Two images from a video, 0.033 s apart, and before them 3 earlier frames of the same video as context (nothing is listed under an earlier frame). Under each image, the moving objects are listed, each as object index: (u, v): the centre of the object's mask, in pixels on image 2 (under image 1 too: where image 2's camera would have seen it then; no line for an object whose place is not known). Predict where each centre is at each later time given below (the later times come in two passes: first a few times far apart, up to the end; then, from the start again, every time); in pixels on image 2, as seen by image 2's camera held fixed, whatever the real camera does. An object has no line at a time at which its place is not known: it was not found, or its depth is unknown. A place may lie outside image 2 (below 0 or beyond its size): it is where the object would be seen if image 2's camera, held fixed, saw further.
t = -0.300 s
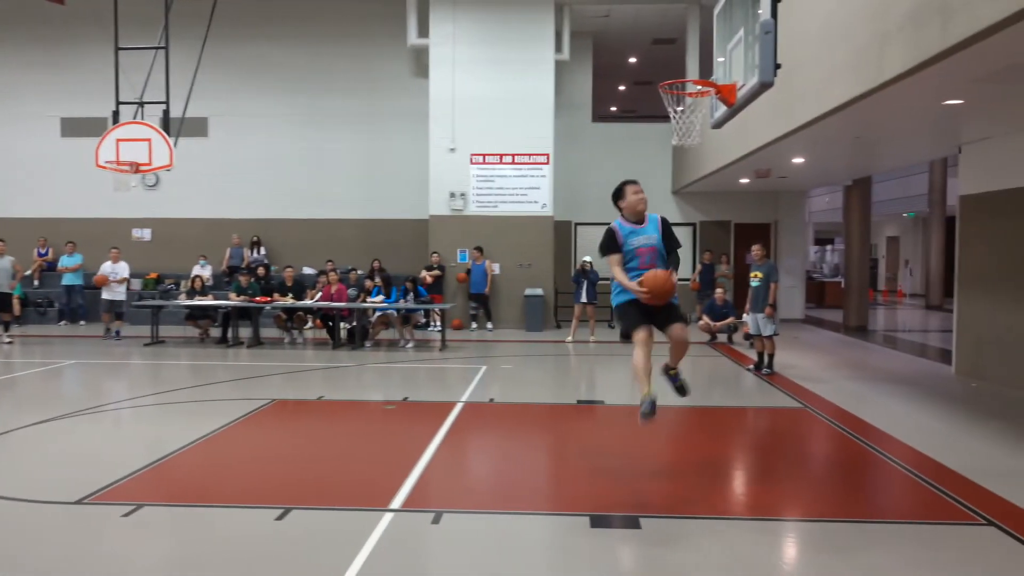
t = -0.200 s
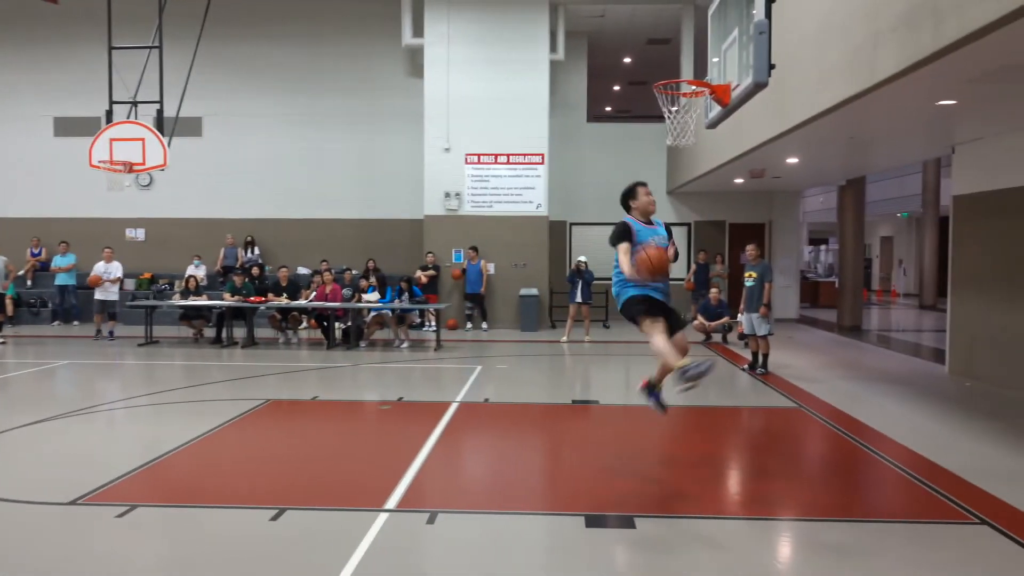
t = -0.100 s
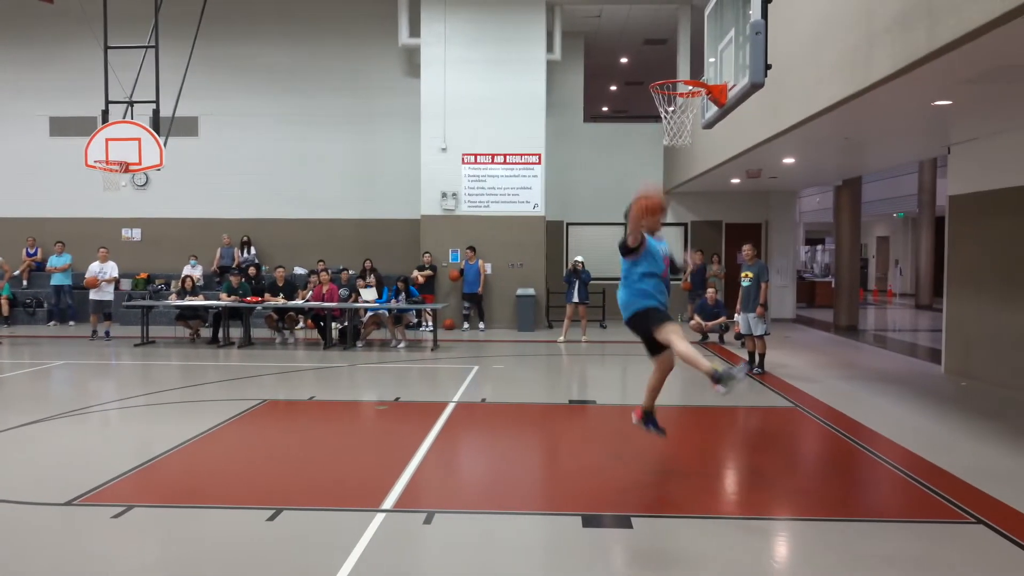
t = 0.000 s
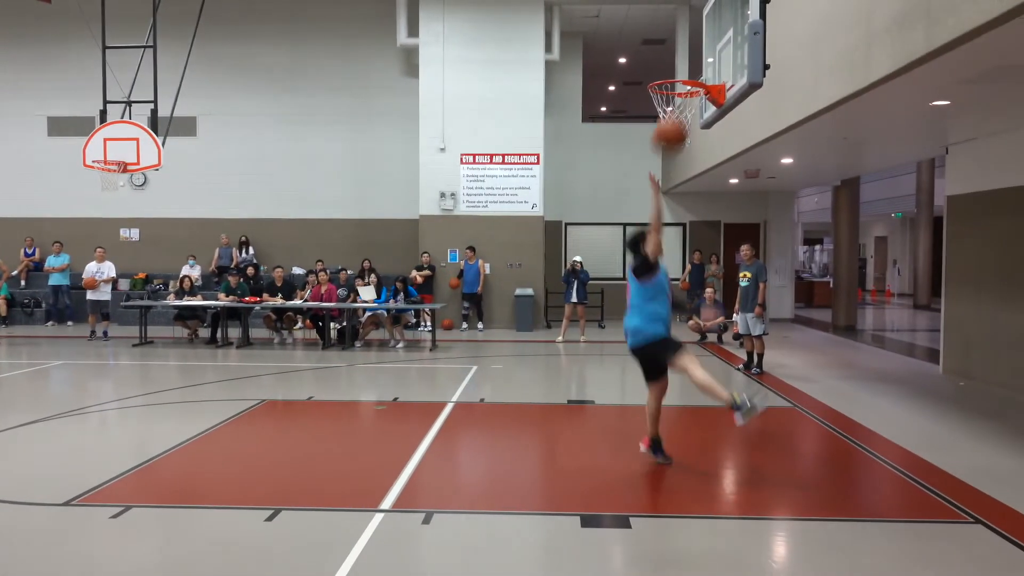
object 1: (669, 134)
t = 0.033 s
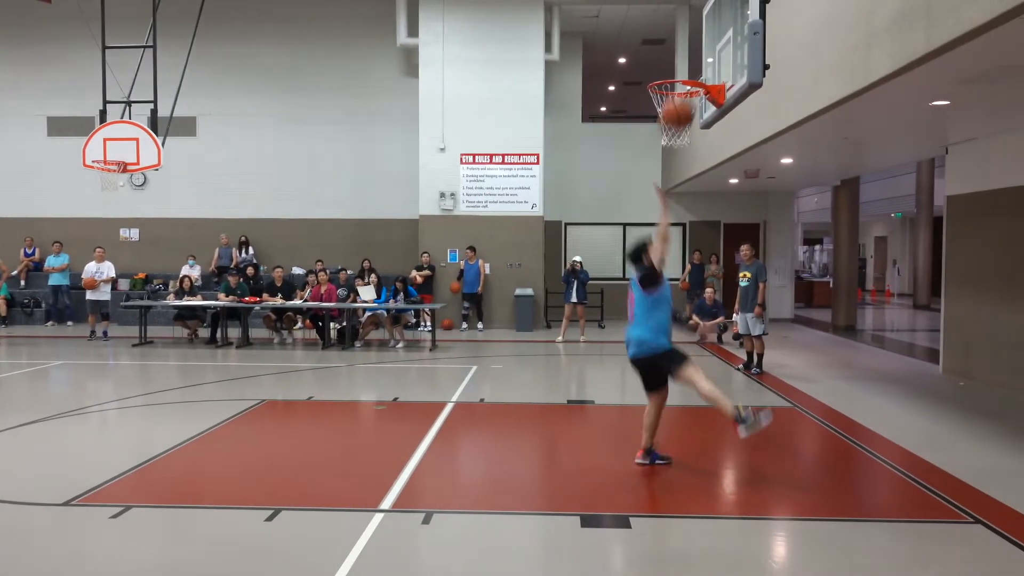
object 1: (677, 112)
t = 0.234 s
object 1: (715, 34)
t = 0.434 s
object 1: (689, 34)
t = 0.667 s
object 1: (638, 97)
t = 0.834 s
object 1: (610, 171)
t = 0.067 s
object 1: (683, 95)
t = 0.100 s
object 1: (691, 78)
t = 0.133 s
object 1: (697, 65)
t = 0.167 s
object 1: (703, 52)
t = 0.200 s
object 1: (708, 43)
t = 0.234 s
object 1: (715, 34)
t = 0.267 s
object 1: (721, 27)
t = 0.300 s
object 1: (723, 23)
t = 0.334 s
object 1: (715, 24)
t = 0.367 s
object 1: (706, 26)
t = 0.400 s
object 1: (698, 30)
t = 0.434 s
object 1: (689, 34)
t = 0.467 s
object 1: (682, 39)
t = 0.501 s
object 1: (674, 46)
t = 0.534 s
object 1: (666, 54)
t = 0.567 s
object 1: (660, 64)
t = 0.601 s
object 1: (652, 71)
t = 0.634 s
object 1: (644, 82)
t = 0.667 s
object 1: (638, 97)
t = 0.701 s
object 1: (634, 108)
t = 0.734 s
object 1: (627, 122)
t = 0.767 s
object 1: (622, 139)
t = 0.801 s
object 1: (616, 154)
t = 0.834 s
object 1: (610, 171)
